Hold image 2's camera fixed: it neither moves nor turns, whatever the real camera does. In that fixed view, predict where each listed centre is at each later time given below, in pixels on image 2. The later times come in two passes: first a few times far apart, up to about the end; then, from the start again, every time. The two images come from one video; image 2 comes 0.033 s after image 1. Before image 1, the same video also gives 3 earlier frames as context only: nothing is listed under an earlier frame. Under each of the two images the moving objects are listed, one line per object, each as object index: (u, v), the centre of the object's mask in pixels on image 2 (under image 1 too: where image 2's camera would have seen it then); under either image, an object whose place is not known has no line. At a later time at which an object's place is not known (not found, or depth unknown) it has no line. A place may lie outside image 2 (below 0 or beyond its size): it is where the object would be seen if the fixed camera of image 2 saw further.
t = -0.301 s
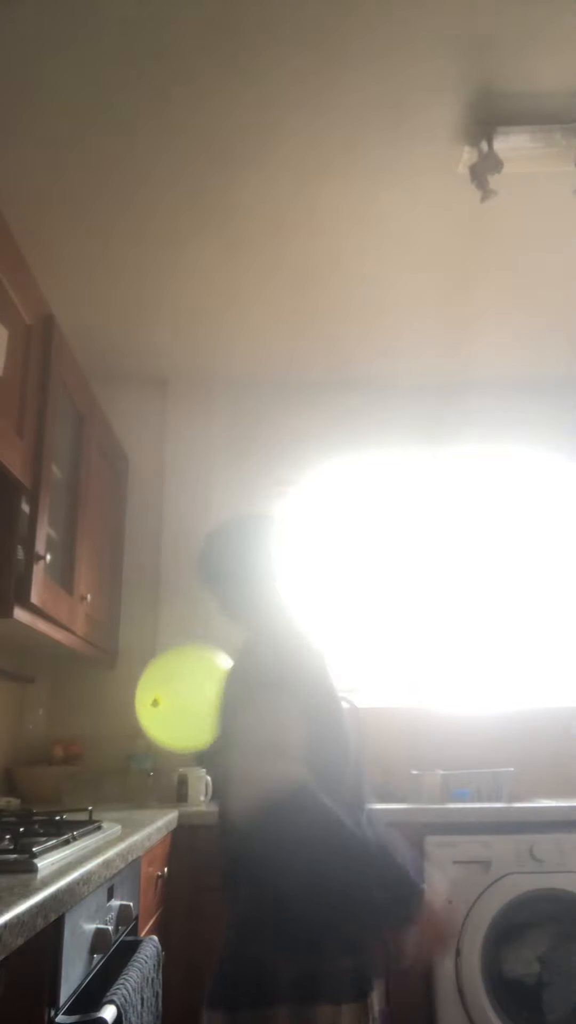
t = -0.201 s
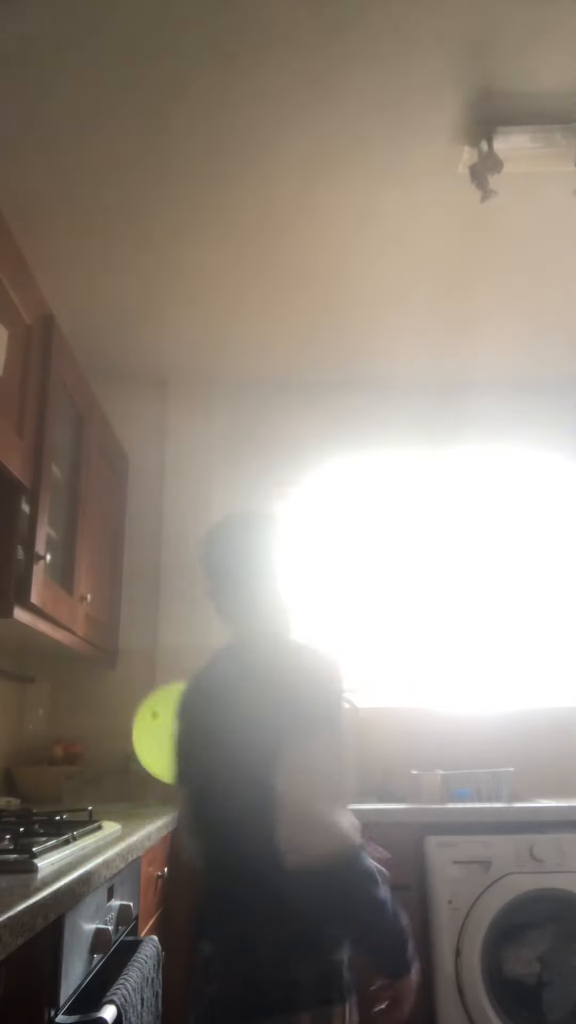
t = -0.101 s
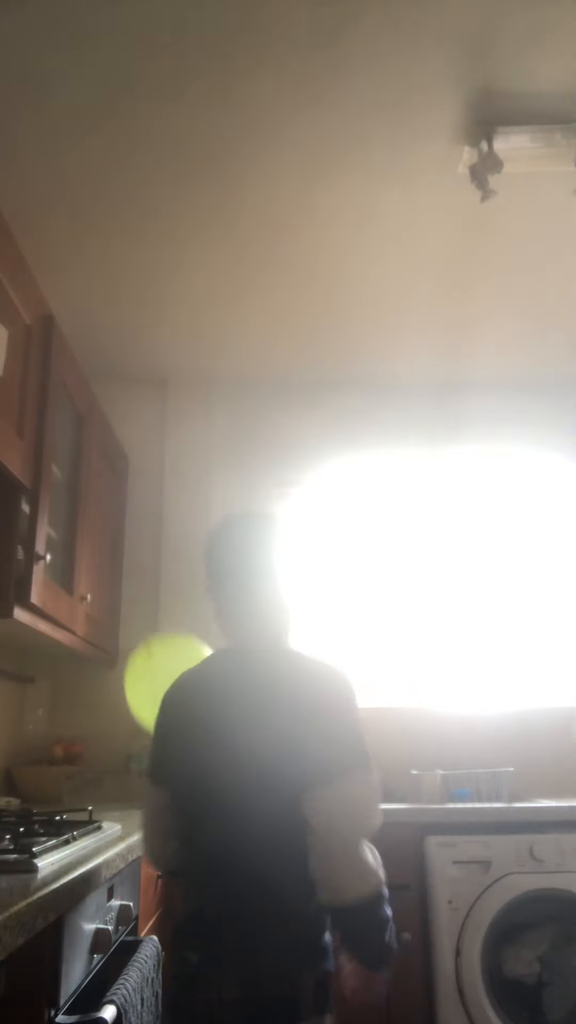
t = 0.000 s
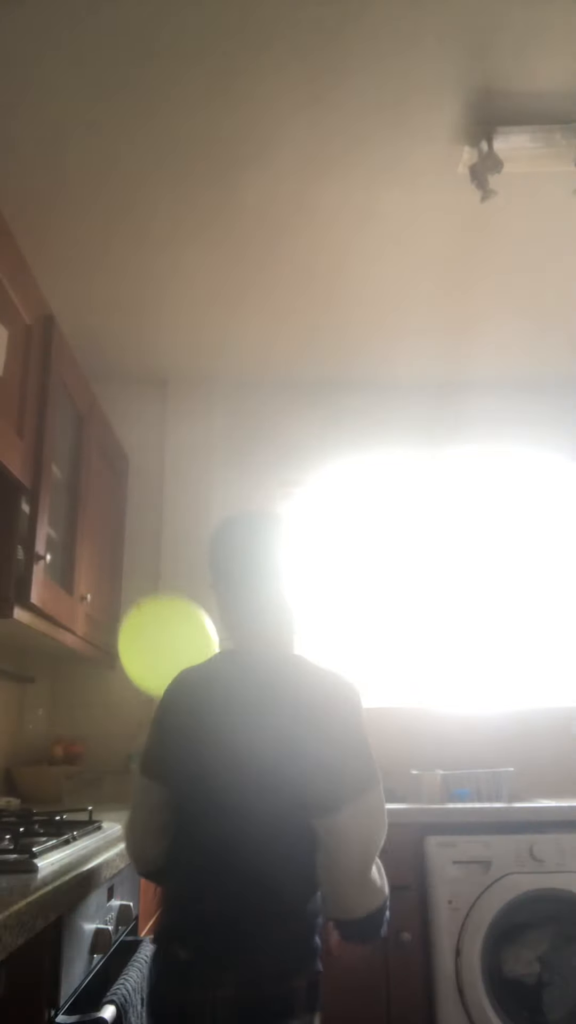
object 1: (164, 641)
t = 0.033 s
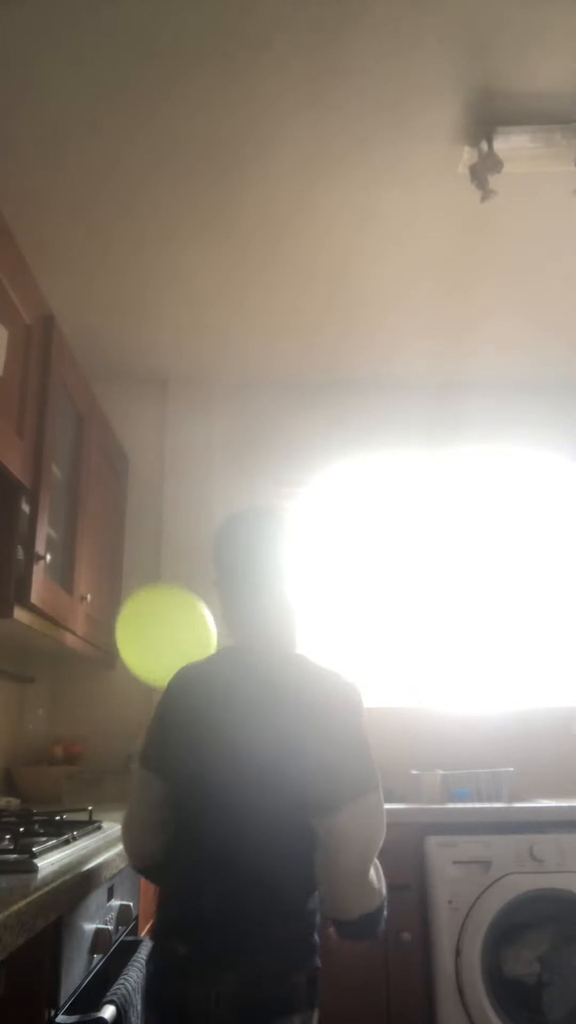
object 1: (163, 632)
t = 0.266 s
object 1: (148, 603)
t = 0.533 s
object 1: (124, 643)
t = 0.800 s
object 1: (107, 754)
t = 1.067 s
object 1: (117, 679)
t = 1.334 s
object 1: (113, 684)
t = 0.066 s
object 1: (162, 625)
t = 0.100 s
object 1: (161, 618)
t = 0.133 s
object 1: (159, 613)
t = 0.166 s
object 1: (156, 608)
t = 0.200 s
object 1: (154, 605)
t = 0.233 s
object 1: (151, 603)
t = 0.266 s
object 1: (148, 603)
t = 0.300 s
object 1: (145, 604)
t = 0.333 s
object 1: (142, 606)
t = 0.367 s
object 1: (139, 610)
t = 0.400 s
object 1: (135, 615)
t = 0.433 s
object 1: (131, 621)
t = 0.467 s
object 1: (128, 628)
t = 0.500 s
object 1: (126, 635)
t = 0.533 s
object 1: (124, 643)
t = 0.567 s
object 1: (122, 653)
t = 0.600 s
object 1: (120, 664)
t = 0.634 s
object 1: (118, 676)
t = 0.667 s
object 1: (115, 690)
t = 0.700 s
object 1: (113, 705)
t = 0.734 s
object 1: (111, 722)
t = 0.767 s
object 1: (108, 739)
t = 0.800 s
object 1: (107, 754)
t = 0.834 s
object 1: (107, 747)
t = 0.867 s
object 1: (109, 733)
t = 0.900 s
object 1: (112, 720)
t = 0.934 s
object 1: (113, 708)
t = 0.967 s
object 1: (114, 699)
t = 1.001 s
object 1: (116, 691)
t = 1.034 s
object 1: (117, 684)
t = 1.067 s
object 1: (117, 679)
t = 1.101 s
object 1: (118, 675)
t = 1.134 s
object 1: (118, 673)
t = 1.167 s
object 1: (117, 672)
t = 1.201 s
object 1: (117, 672)
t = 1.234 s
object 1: (116, 673)
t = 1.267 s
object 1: (116, 676)
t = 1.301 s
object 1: (115, 679)
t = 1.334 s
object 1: (113, 684)
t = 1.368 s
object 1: (112, 690)
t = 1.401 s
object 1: (110, 697)
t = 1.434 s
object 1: (109, 706)
